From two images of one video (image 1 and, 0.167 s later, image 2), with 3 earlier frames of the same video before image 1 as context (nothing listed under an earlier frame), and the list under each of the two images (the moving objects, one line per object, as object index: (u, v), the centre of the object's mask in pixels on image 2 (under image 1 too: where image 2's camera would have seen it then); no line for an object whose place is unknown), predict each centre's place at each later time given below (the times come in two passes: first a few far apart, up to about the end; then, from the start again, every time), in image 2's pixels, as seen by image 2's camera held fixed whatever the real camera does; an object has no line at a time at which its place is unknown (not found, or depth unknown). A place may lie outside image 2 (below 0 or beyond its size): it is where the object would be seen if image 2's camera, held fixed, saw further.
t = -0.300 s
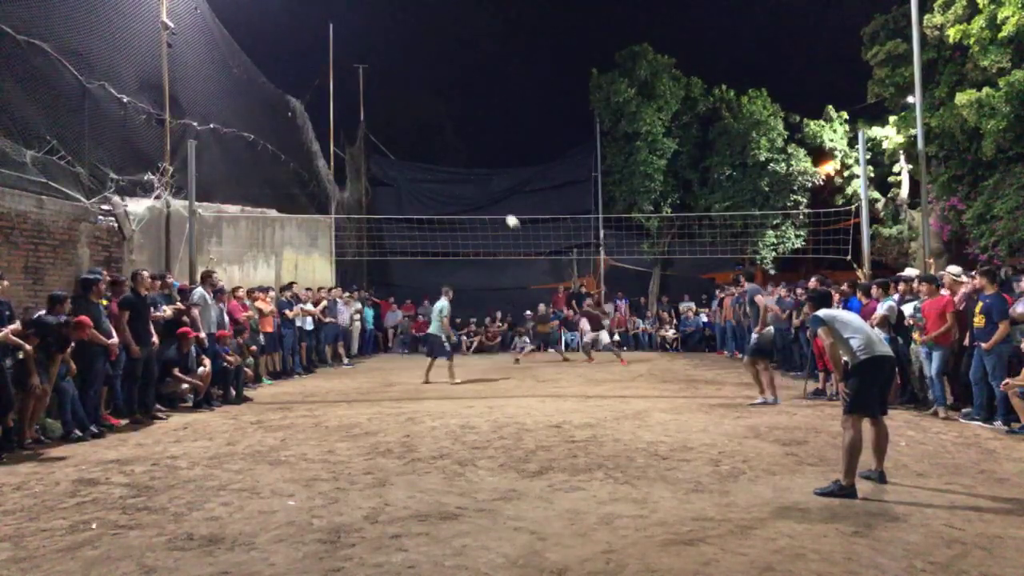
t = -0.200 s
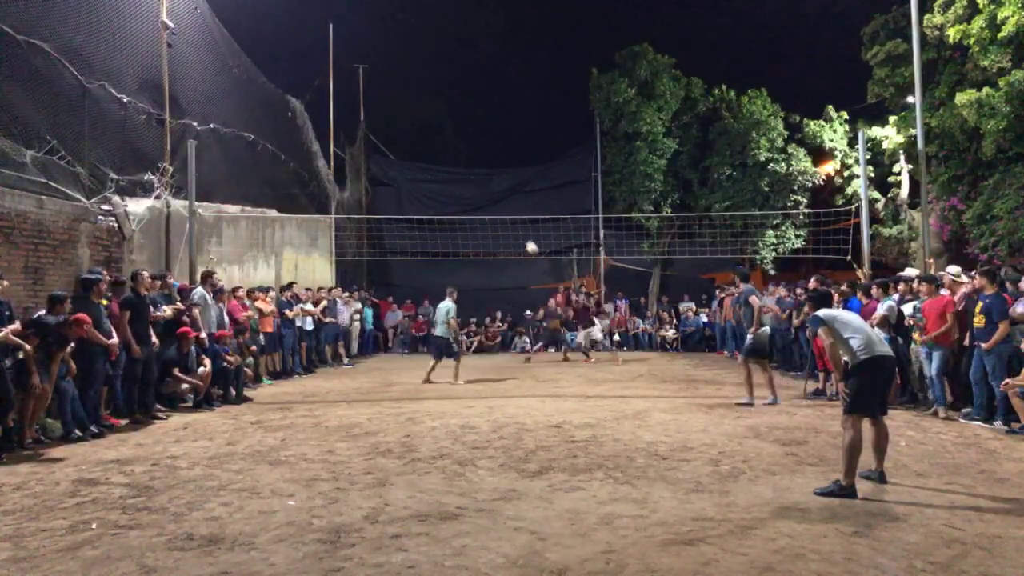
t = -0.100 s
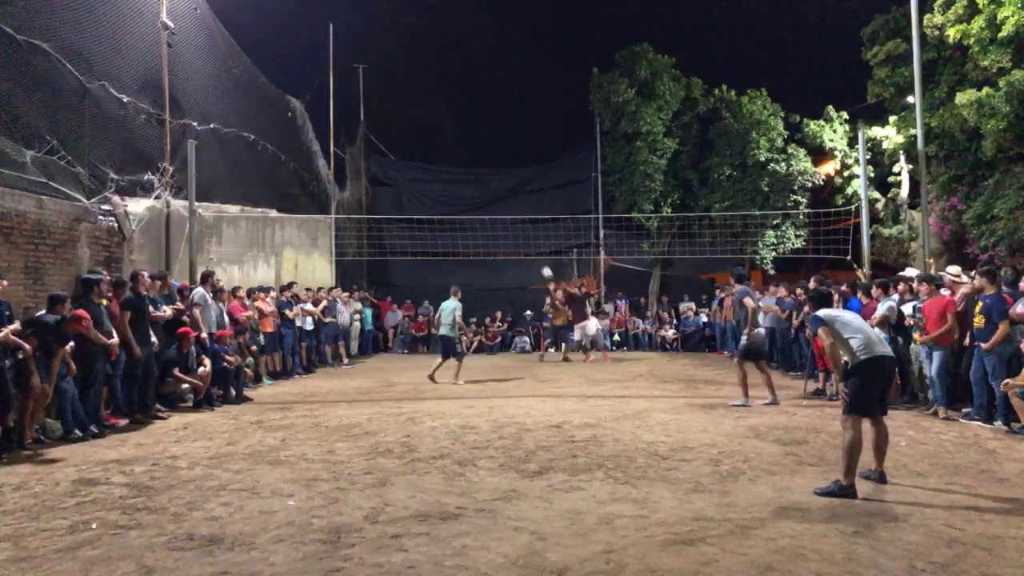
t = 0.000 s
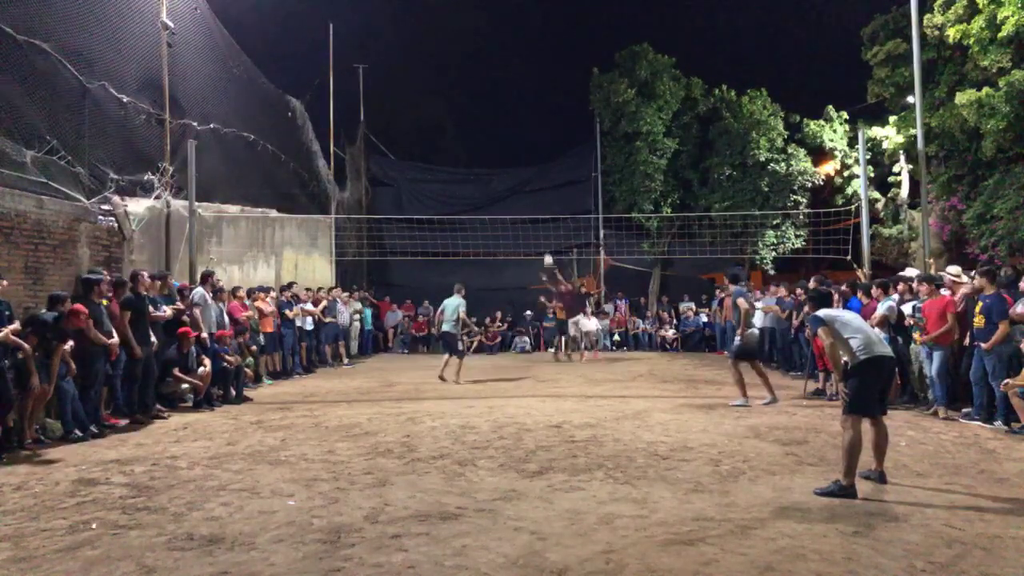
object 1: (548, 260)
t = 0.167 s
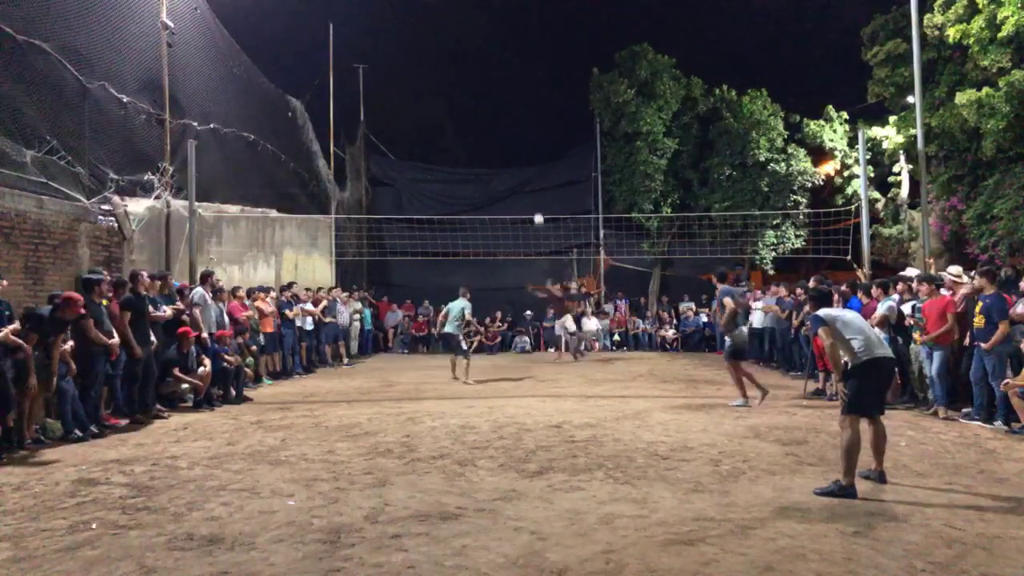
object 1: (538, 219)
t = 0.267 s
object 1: (532, 200)
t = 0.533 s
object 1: (517, 171)
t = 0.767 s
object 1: (505, 173)
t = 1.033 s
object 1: (490, 209)
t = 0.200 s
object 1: (536, 212)
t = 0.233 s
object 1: (534, 206)
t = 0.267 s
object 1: (532, 200)
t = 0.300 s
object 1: (530, 195)
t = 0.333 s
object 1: (528, 190)
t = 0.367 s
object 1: (527, 186)
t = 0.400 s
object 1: (524, 182)
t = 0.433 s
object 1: (523, 178)
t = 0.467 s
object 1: (521, 176)
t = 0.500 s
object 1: (519, 173)
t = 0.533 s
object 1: (517, 171)
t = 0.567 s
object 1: (515, 170)
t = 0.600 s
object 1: (514, 169)
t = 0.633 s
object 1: (512, 169)
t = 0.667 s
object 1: (510, 169)
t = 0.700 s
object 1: (508, 170)
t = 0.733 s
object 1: (506, 172)
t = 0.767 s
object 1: (505, 173)
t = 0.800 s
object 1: (503, 176)
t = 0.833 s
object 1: (501, 179)
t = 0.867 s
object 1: (499, 183)
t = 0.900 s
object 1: (497, 187)
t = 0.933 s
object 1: (495, 192)
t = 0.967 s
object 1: (494, 197)
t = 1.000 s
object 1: (492, 203)
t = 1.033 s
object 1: (490, 209)
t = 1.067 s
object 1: (487, 216)
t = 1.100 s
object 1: (486, 224)
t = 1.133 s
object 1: (484, 233)
